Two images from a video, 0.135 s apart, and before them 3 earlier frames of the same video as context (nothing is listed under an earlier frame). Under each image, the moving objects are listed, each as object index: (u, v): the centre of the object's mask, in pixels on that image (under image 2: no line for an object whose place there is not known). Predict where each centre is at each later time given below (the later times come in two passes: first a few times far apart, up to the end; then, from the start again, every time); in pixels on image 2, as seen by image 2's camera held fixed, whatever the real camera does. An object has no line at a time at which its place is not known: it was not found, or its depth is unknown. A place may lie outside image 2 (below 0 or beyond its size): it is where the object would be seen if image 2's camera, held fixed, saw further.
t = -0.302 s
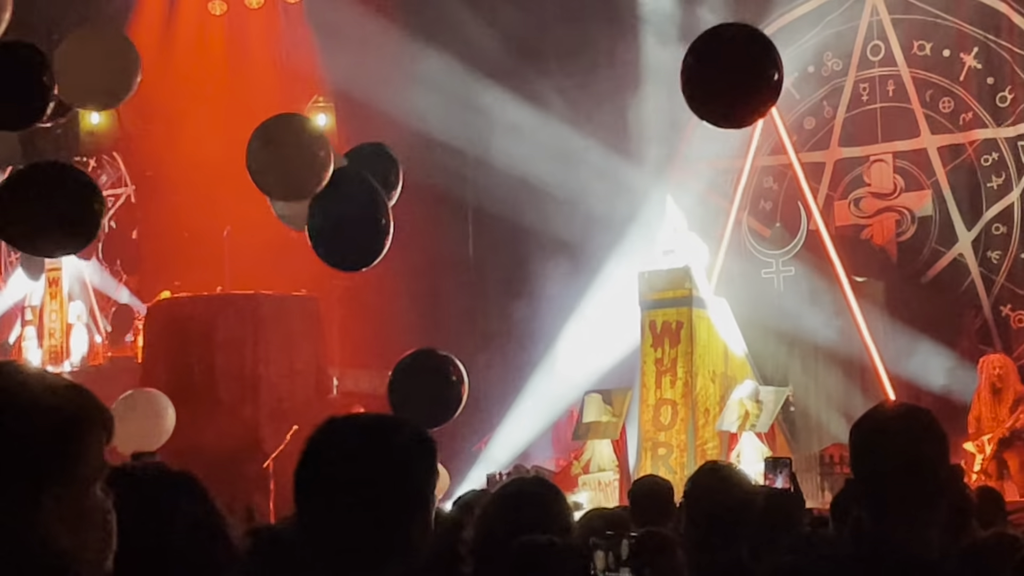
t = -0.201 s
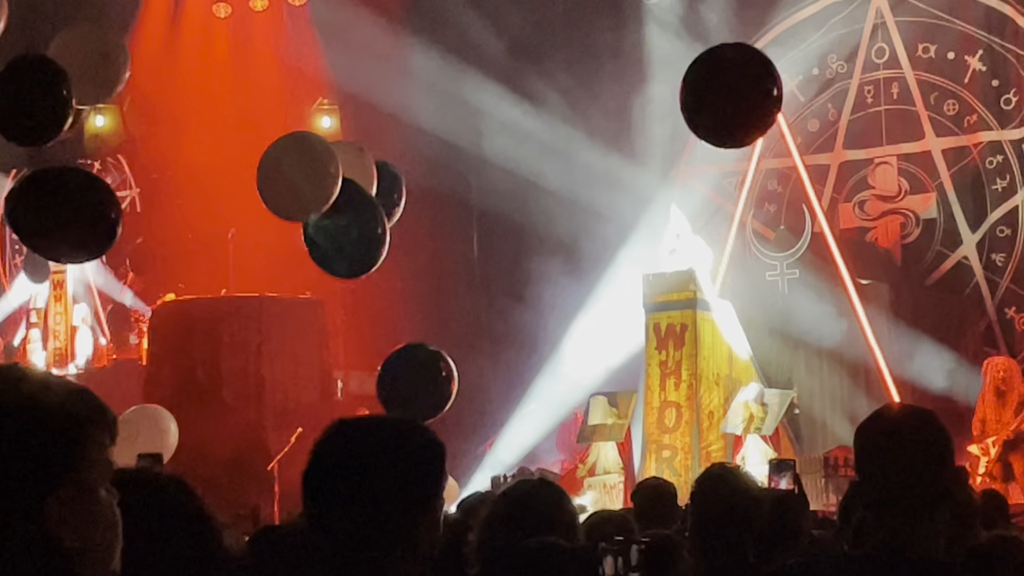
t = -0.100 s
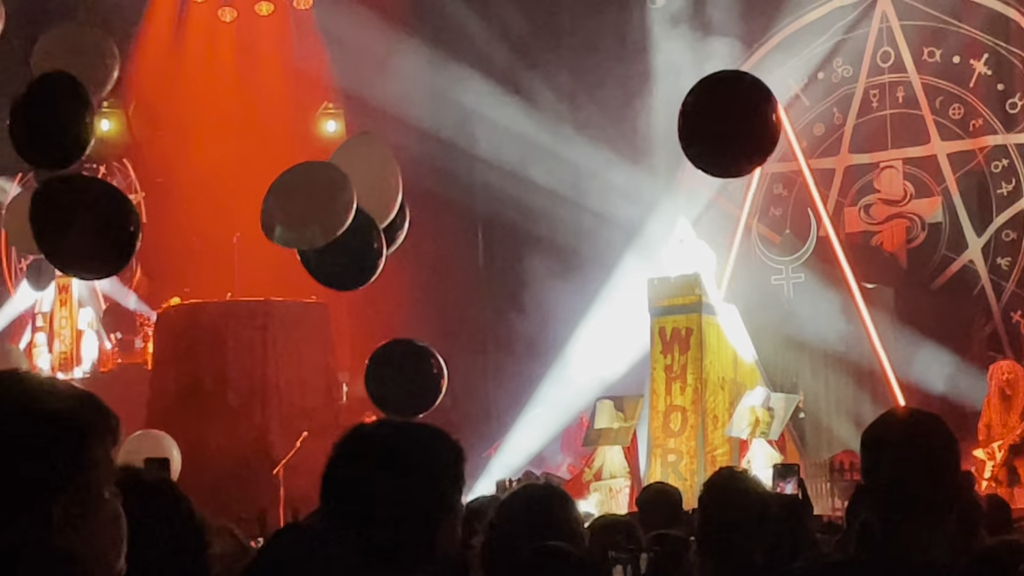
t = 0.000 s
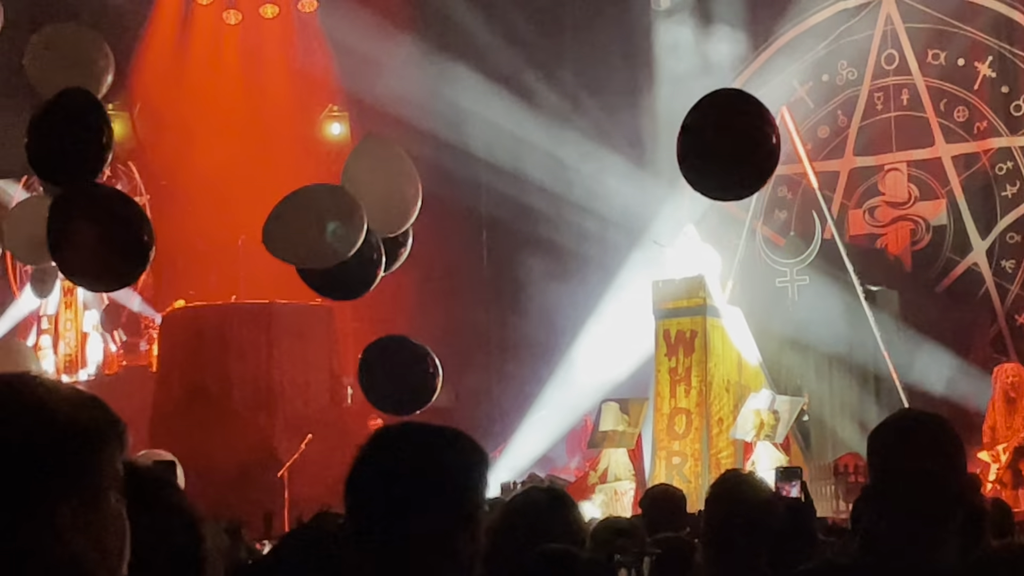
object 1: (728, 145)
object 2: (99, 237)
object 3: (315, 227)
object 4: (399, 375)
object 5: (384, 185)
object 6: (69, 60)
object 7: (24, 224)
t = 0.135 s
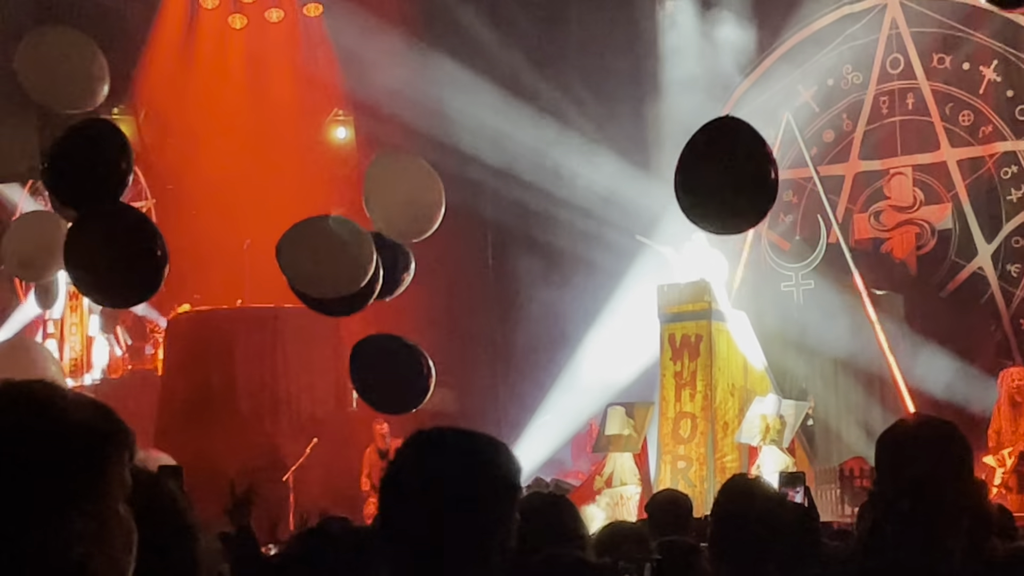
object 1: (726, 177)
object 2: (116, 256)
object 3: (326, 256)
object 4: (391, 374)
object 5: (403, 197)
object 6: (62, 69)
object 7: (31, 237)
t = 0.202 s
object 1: (721, 193)
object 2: (118, 263)
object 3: (327, 271)
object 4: (384, 372)
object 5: (411, 198)
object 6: (54, 72)
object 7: (29, 242)
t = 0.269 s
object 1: (715, 209)
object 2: (120, 272)
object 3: (327, 285)
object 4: (376, 371)
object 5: (417, 201)
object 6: (46, 73)
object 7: (26, 245)
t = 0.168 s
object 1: (724, 186)
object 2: (117, 261)
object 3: (326, 265)
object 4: (387, 373)
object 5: (407, 198)
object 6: (59, 71)
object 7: (30, 240)
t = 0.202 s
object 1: (721, 193)
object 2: (118, 263)
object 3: (327, 271)
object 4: (384, 372)
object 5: (411, 198)
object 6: (54, 72)
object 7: (29, 242)
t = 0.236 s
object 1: (718, 202)
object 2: (120, 269)
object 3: (328, 278)
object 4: (380, 372)
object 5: (414, 200)
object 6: (51, 72)
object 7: (27, 243)
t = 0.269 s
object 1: (715, 209)
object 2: (120, 272)
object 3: (327, 285)
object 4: (376, 371)
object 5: (417, 201)
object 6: (46, 73)
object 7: (26, 245)
